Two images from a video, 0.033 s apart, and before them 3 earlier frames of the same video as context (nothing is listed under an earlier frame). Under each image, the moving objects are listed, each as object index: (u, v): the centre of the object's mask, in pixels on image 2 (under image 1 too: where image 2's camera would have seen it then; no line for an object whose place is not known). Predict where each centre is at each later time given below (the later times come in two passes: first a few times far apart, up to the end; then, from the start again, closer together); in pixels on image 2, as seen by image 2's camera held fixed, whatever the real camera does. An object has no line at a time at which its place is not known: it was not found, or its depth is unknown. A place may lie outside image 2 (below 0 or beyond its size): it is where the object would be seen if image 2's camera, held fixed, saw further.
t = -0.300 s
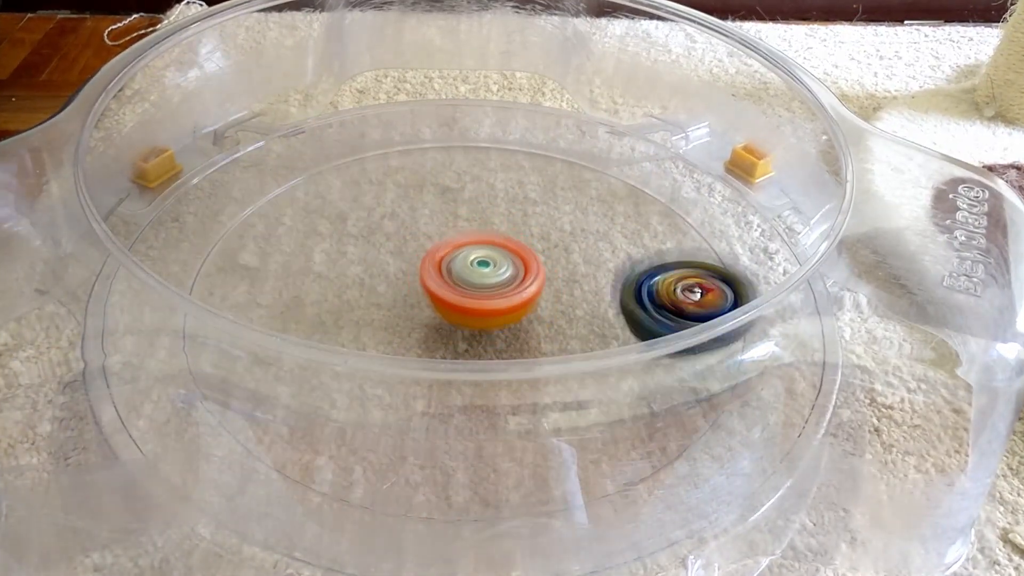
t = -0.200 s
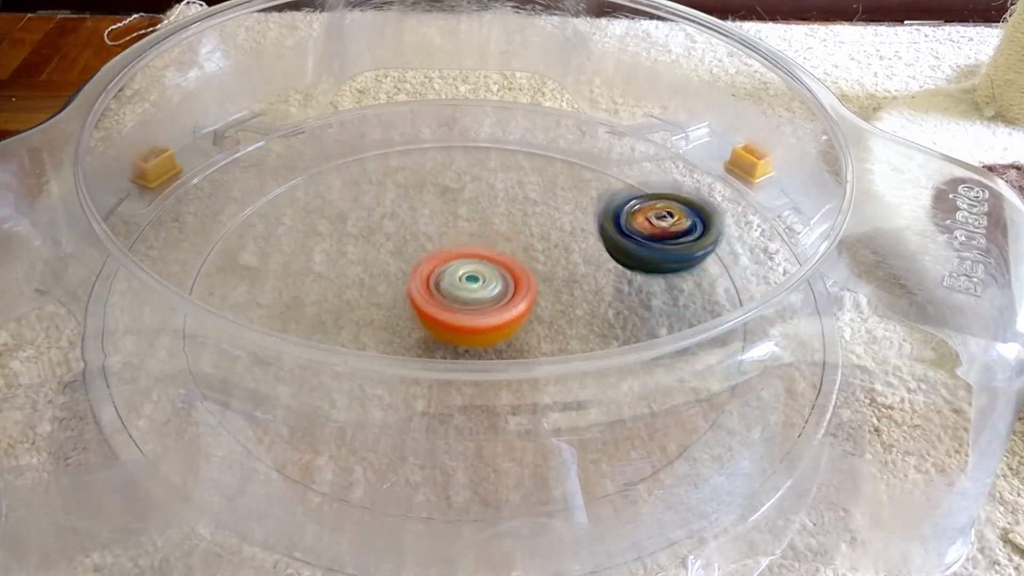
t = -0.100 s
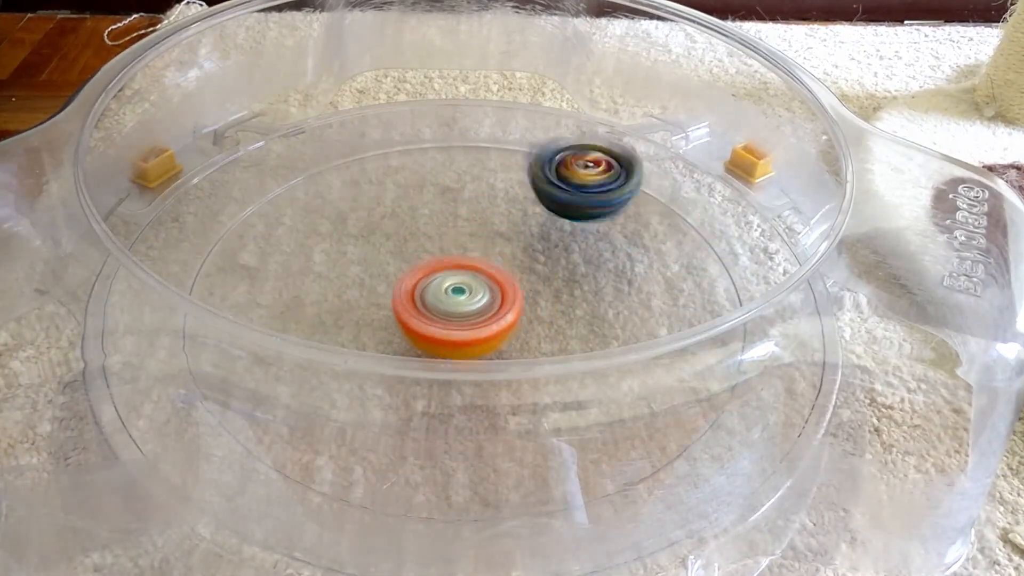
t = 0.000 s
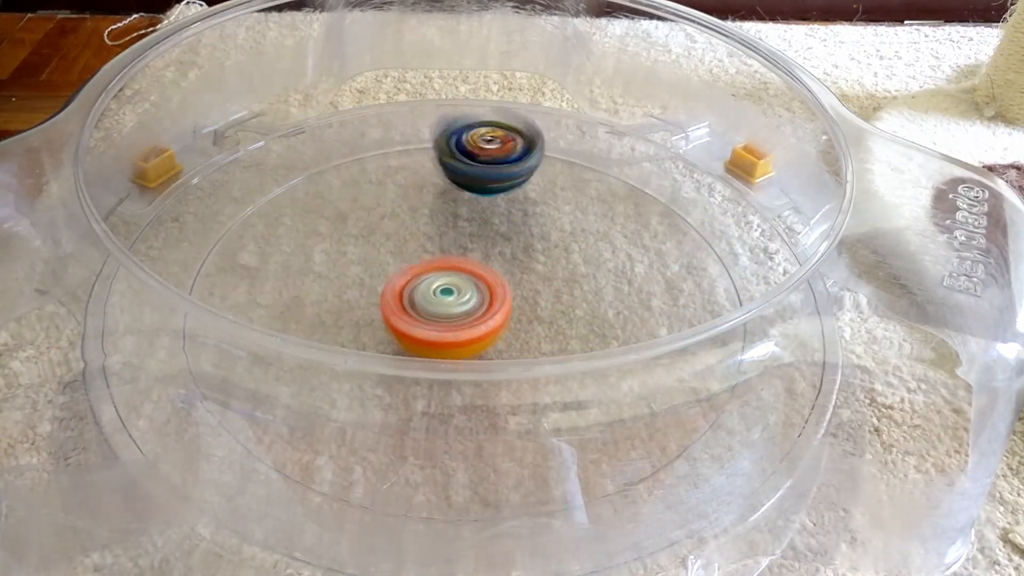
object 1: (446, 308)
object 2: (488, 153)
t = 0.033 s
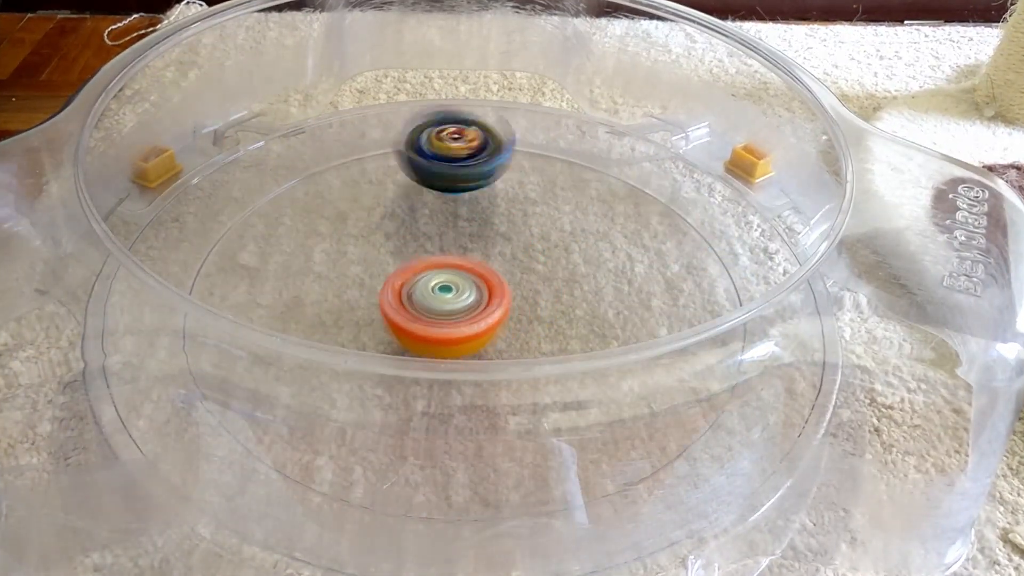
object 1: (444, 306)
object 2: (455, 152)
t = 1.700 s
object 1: (460, 270)
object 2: (519, 430)
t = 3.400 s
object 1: (468, 284)
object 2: (403, 167)
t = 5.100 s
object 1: (469, 284)
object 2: (613, 347)
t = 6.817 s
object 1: (470, 281)
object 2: (333, 214)
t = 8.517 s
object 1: (463, 282)
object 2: (543, 377)
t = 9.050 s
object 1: (470, 280)
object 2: (507, 196)
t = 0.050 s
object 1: (443, 304)
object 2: (436, 150)
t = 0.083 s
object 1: (443, 301)
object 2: (404, 153)
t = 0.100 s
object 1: (444, 298)
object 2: (388, 156)
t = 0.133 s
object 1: (445, 294)
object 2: (355, 163)
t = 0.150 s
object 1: (447, 292)
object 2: (338, 166)
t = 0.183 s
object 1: (452, 288)
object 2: (313, 177)
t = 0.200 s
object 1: (454, 286)
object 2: (299, 186)
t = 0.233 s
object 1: (460, 282)
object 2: (273, 206)
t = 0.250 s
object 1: (464, 281)
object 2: (262, 216)
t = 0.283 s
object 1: (471, 279)
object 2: (248, 239)
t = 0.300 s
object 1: (475, 278)
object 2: (242, 252)
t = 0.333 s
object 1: (483, 278)
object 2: (242, 271)
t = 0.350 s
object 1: (486, 278)
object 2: (249, 279)
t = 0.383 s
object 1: (491, 280)
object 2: (251, 320)
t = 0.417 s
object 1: (492, 280)
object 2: (268, 351)
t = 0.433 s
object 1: (491, 281)
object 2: (282, 362)
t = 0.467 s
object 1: (489, 280)
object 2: (317, 403)
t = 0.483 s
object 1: (485, 280)
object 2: (340, 411)
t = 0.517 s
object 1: (478, 279)
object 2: (385, 421)
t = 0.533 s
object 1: (474, 278)
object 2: (409, 425)
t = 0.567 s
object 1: (463, 278)
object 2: (464, 427)
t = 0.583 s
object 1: (459, 278)
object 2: (492, 428)
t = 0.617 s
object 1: (452, 278)
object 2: (539, 423)
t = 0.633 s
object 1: (448, 278)
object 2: (560, 419)
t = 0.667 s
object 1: (443, 279)
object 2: (600, 394)
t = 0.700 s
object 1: (438, 279)
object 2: (635, 372)
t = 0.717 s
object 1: (437, 280)
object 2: (647, 359)
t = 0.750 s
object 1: (435, 280)
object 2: (649, 312)
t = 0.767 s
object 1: (434, 280)
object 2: (659, 306)
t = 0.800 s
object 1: (434, 280)
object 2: (675, 290)
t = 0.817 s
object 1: (434, 280)
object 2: (678, 282)
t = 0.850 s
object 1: (434, 280)
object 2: (676, 257)
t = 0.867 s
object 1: (436, 280)
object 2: (671, 245)
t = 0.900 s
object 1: (436, 280)
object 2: (657, 222)
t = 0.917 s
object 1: (438, 280)
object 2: (650, 210)
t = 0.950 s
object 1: (441, 280)
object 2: (630, 194)
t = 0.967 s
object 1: (441, 280)
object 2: (621, 185)
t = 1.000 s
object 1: (446, 281)
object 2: (593, 171)
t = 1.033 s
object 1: (449, 281)
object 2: (563, 159)
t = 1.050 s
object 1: (452, 281)
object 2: (549, 155)
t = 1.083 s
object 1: (456, 281)
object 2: (517, 150)
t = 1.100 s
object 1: (458, 282)
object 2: (502, 149)
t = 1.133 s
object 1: (462, 282)
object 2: (466, 146)
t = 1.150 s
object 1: (463, 282)
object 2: (452, 147)
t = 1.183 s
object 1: (466, 283)
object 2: (421, 152)
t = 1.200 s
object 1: (467, 283)
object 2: (403, 155)
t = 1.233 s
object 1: (468, 284)
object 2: (372, 166)
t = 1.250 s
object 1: (469, 284)
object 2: (356, 172)
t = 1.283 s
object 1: (469, 284)
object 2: (330, 185)
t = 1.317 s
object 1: (470, 285)
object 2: (308, 203)
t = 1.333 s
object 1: (469, 285)
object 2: (296, 213)
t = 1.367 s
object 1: (468, 285)
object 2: (281, 235)
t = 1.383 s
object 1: (467, 285)
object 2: (275, 247)
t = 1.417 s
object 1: (465, 284)
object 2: (269, 274)
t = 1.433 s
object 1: (464, 284)
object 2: (270, 281)
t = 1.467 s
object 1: (461, 283)
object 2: (276, 307)
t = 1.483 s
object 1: (460, 282)
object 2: (281, 324)
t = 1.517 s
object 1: (459, 281)
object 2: (296, 357)
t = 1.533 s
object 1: (458, 280)
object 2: (306, 370)
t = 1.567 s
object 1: (458, 278)
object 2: (336, 392)
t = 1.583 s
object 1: (456, 277)
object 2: (351, 413)
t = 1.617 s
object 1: (457, 275)
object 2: (399, 423)
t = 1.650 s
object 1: (457, 274)
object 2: (450, 431)
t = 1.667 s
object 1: (458, 273)
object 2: (474, 433)
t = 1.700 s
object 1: (460, 270)
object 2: (519, 430)
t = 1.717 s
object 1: (461, 270)
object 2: (544, 425)
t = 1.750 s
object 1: (464, 269)
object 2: (589, 417)
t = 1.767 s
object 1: (465, 269)
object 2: (611, 409)
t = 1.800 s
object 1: (469, 269)
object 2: (638, 381)
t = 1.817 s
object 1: (470, 269)
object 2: (650, 367)
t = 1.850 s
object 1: (475, 269)
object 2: (667, 336)
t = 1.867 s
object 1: (476, 270)
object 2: (670, 325)
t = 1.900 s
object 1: (478, 272)
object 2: (669, 296)
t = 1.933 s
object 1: (480, 273)
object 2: (673, 279)
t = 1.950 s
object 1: (481, 275)
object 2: (668, 266)
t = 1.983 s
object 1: (483, 277)
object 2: (657, 242)
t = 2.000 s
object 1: (482, 279)
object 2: (648, 231)
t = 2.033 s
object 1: (482, 281)
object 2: (628, 213)
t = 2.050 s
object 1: (481, 282)
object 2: (614, 205)
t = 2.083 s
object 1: (481, 283)
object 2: (589, 191)
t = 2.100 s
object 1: (479, 284)
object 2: (576, 184)
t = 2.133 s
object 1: (478, 285)
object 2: (548, 175)
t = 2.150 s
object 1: (477, 286)
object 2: (533, 170)
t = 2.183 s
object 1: (475, 286)
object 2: (500, 164)
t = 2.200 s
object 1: (475, 286)
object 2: (485, 161)
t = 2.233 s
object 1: (473, 287)
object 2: (453, 160)
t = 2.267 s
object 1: (471, 286)
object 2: (423, 159)
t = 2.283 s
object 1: (470, 287)
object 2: (405, 163)
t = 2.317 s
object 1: (470, 286)
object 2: (374, 168)
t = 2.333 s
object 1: (469, 286)
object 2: (360, 172)
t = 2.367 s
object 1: (469, 285)
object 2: (332, 181)
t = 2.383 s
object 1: (468, 285)
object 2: (320, 185)
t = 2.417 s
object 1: (469, 284)
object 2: (295, 204)
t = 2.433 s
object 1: (469, 284)
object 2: (285, 213)
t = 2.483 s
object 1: (471, 284)
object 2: (263, 244)
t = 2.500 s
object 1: (471, 284)
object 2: (257, 255)
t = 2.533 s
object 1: (472, 283)
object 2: (259, 276)
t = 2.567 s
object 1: (473, 284)
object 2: (270, 293)
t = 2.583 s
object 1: (474, 284)
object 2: (266, 317)
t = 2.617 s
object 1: (475, 284)
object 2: (281, 352)
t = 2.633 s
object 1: (476, 284)
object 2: (295, 358)
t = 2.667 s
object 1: (476, 285)
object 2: (330, 382)
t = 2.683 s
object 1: (477, 286)
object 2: (347, 392)
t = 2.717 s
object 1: (477, 287)
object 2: (394, 417)
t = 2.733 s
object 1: (478, 287)
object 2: (418, 419)
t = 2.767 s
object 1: (477, 287)
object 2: (463, 422)
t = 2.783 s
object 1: (477, 288)
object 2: (485, 422)
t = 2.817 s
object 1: (475, 289)
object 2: (531, 419)
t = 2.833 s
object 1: (476, 291)
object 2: (552, 403)
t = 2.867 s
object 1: (474, 291)
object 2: (586, 389)
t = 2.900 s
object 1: (472, 292)
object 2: (614, 368)
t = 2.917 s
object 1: (470, 292)
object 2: (623, 346)
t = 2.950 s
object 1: (470, 292)
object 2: (636, 313)
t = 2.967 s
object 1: (467, 292)
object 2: (644, 306)
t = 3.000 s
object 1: (466, 291)
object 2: (659, 292)
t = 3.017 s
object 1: (464, 291)
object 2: (664, 282)
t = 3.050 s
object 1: (464, 290)
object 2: (660, 260)
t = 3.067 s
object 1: (462, 289)
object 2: (656, 249)
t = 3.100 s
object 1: (462, 288)
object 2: (644, 227)
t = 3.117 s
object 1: (461, 287)
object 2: (636, 217)
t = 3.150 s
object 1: (462, 287)
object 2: (618, 199)
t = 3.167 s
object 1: (462, 286)
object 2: (608, 192)
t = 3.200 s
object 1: (464, 285)
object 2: (583, 178)
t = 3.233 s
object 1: (465, 285)
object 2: (557, 168)
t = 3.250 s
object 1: (466, 284)
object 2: (542, 165)
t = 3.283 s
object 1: (467, 284)
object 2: (510, 159)
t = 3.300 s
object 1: (467, 284)
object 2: (495, 157)
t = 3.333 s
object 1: (467, 284)
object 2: (462, 157)
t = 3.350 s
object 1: (468, 284)
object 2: (448, 157)
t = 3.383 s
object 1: (468, 284)
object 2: (417, 162)
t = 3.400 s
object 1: (468, 284)
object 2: (403, 167)
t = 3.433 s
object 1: (468, 285)
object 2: (374, 176)
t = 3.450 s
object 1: (468, 285)
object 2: (360, 183)
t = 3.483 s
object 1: (468, 285)
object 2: (334, 197)
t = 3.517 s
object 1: (467, 286)
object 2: (312, 216)
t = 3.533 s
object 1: (467, 286)
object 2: (304, 224)
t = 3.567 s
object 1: (466, 286)
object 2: (290, 245)
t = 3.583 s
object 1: (466, 286)
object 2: (288, 259)
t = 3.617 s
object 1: (464, 286)
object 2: (285, 282)
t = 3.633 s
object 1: (465, 286)
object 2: (290, 288)
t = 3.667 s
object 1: (463, 286)
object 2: (294, 314)
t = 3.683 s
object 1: (463, 286)
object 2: (297, 330)
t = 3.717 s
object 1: (463, 286)
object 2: (314, 361)
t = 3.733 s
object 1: (463, 285)
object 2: (328, 372)
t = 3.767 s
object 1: (463, 285)
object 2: (359, 393)
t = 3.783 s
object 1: (463, 284)
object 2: (373, 412)
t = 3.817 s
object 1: (463, 284)
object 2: (418, 420)
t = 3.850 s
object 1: (463, 283)
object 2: (464, 425)
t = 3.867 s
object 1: (464, 283)
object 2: (490, 425)
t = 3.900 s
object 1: (465, 283)
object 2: (535, 422)
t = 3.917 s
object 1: (466, 283)
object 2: (557, 419)
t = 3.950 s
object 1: (466, 283)
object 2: (593, 410)
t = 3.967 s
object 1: (467, 282)
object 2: (606, 389)
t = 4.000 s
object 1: (468, 282)
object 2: (631, 367)
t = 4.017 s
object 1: (469, 282)
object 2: (643, 362)
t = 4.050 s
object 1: (470, 282)
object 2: (650, 323)
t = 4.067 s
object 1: (470, 282)
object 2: (648, 305)
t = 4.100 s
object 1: (470, 282)
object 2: (656, 291)
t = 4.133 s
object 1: (470, 282)
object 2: (653, 272)
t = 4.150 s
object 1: (471, 282)
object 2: (648, 259)
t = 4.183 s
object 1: (471, 283)
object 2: (634, 240)
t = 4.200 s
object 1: (471, 283)
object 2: (628, 231)
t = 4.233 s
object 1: (471, 283)
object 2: (606, 213)
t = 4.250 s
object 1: (471, 283)
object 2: (596, 205)
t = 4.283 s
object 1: (471, 283)
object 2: (571, 193)
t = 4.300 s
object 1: (471, 282)
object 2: (560, 188)
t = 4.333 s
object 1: (471, 282)
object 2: (531, 179)
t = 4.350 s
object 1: (471, 282)
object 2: (518, 174)
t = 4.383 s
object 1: (471, 281)
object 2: (487, 171)
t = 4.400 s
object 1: (470, 281)
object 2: (473, 170)
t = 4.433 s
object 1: (470, 281)
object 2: (442, 168)
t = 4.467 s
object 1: (471, 281)
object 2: (412, 170)
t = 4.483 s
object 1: (471, 281)
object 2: (396, 171)
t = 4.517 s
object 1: (472, 281)
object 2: (367, 178)
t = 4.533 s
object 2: (353, 181)
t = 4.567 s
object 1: (472, 282)
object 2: (327, 193)
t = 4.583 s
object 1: (472, 282)
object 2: (316, 199)
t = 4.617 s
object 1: (472, 282)
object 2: (296, 216)
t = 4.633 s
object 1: (472, 282)
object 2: (290, 226)
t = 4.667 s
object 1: (472, 282)
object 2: (277, 247)
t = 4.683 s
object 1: (472, 283)
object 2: (274, 259)
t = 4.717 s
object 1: (472, 283)
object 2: (273, 281)
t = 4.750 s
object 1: (472, 283)
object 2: (284, 296)
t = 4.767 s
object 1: (472, 283)
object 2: (285, 314)
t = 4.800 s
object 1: (472, 284)
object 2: (300, 339)
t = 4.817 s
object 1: (472, 284)
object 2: (310, 360)
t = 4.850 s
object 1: (472, 284)
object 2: (339, 377)
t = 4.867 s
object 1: (472, 284)
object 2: (358, 384)
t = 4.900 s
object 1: (472, 284)
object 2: (397, 398)
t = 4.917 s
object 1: (472, 284)
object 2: (418, 401)
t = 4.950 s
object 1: (472, 283)
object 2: (460, 405)
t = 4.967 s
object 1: (470, 283)
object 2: (482, 405)
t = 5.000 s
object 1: (470, 284)
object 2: (523, 400)
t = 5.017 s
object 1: (470, 284)
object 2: (543, 394)
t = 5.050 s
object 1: (470, 284)
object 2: (577, 377)
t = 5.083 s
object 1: (470, 284)
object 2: (604, 351)
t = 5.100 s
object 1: (469, 284)
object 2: (613, 347)
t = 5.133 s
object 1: (470, 284)
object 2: (631, 325)
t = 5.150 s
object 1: (469, 284)
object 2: (632, 308)
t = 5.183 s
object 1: (469, 283)
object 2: (646, 295)
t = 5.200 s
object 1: (470, 283)
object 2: (648, 287)
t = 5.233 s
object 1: (469, 283)
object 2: (648, 266)
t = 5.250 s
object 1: (470, 283)
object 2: (644, 255)
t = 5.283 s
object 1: (470, 283)
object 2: (633, 234)
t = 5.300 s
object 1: (470, 283)
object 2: (627, 226)
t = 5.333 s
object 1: (471, 283)
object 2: (611, 211)
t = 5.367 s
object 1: (471, 283)
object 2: (591, 196)
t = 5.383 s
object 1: (471, 283)
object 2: (580, 190)
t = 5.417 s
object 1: (471, 283)
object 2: (556, 179)
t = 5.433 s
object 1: (470, 283)
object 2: (543, 176)
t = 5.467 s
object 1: (470, 283)
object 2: (517, 171)
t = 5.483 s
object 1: (470, 283)
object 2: (503, 169)
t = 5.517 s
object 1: (469, 283)
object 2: (476, 167)
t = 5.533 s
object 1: (470, 283)
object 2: (461, 166)
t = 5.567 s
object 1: (469, 284)
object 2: (434, 168)
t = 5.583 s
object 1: (469, 284)
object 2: (421, 172)
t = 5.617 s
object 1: (468, 284)
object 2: (394, 176)
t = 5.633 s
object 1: (468, 284)
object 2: (381, 181)
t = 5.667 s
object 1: (468, 284)
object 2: (357, 194)
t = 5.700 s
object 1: (467, 285)
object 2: (334, 207)
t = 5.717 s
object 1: (466, 285)
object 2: (326, 214)
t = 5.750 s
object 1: (466, 284)
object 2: (310, 232)
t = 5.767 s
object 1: (466, 285)
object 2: (306, 245)
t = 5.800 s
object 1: (465, 284)
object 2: (297, 265)
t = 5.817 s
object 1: (466, 284)
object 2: (298, 275)
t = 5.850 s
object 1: (466, 285)
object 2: (302, 294)
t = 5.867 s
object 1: (466, 284)
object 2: (310, 301)
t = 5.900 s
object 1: (466, 284)
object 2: (321, 329)
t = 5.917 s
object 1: (465, 284)
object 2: (332, 341)
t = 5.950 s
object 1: (465, 284)
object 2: (356, 369)
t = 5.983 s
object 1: (466, 283)
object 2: (386, 387)
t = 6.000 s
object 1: (465, 283)
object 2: (402, 392)
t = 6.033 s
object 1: (465, 283)
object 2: (440, 401)
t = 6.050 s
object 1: (466, 283)
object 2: (461, 404)
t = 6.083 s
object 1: (465, 284)
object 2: (501, 404)
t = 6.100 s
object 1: (466, 284)
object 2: (521, 404)
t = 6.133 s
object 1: (466, 284)
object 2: (557, 396)
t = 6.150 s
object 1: (466, 284)
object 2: (572, 388)
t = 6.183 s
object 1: (467, 283)
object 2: (600, 371)
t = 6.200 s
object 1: (466, 284)
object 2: (612, 368)
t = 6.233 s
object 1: (466, 283)
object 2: (629, 339)
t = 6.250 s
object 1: (466, 283)
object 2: (634, 328)
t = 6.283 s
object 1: (466, 283)
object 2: (641, 303)
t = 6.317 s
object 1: (466, 283)
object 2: (649, 290)
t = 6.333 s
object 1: (467, 283)
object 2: (650, 281)
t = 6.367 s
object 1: (467, 282)
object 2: (643, 261)
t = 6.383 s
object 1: (467, 282)
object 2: (639, 252)
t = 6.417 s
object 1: (467, 282)
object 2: (625, 233)
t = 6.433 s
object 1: (467, 282)
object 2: (617, 226)
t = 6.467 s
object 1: (467, 282)
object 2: (596, 212)
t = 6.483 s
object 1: (468, 282)
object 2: (587, 206)
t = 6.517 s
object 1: (469, 282)
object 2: (563, 196)
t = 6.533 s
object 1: (469, 282)
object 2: (551, 190)
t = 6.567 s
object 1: (469, 281)
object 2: (526, 184)
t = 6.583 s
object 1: (469, 281)
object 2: (512, 182)
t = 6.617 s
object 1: (468, 280)
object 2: (485, 180)
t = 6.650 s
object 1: (469, 280)
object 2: (458, 178)
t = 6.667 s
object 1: (469, 280)
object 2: (445, 179)
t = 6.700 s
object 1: (469, 280)
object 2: (418, 183)
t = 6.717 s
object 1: (470, 280)
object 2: (405, 186)
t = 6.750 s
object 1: (470, 281)
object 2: (378, 193)
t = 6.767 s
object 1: (470, 280)
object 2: (366, 198)
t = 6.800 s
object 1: (470, 280)
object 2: (344, 209)
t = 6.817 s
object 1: (470, 281)
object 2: (333, 214)
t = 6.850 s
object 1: (470, 281)
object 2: (318, 229)
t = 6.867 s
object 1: (471, 281)
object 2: (310, 238)
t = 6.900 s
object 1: (471, 281)
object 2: (301, 254)
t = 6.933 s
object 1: (471, 281)
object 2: (295, 273)
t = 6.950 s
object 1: (471, 281)
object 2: (295, 281)
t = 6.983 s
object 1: (472, 281)
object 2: (299, 296)
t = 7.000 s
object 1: (471, 281)
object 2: (306, 301)
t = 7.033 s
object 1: (471, 281)
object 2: (317, 330)
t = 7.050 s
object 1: (472, 281)
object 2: (328, 343)
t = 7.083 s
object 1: (472, 282)
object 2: (340, 367)
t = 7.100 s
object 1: (471, 281)
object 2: (356, 370)
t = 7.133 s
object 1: (472, 282)
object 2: (388, 385)
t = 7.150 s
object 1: (471, 282)
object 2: (404, 390)
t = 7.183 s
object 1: (472, 282)
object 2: (438, 398)
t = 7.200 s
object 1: (472, 282)
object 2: (456, 400)
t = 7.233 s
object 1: (473, 282)
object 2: (490, 399)
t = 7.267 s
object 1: (472, 283)
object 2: (525, 390)
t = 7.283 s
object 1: (472, 283)
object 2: (541, 385)
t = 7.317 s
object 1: (473, 283)
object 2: (566, 375)
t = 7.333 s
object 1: (472, 284)
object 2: (580, 373)
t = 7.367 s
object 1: (472, 284)
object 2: (597, 345)
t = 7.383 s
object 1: (473, 284)
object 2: (605, 336)
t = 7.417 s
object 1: (472, 284)
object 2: (614, 312)
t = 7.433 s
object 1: (471, 284)
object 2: (621, 308)
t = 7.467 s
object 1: (471, 285)
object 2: (628, 295)
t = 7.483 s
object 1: (472, 285)
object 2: (629, 288)
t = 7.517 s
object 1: (472, 285)
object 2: (627, 270)
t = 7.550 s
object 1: (472, 285)
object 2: (621, 253)
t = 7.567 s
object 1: (472, 285)
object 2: (616, 244)
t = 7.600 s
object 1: (472, 285)
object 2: (603, 227)
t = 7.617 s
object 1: (471, 285)
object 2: (594, 221)
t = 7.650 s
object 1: (471, 285)
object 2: (577, 209)
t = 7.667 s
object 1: (472, 286)
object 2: (569, 205)
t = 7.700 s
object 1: (472, 286)
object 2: (548, 196)
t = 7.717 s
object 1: (471, 285)
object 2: (538, 192)
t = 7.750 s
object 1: (471, 285)
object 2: (514, 186)
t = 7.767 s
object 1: (471, 286)
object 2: (503, 184)
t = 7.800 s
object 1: (470, 286)
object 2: (478, 179)
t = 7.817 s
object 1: (470, 286)
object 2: (467, 180)
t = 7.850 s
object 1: (469, 286)
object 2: (444, 181)
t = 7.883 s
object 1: (469, 286)
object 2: (422, 185)
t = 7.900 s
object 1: (468, 286)
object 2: (409, 187)
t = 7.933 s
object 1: (467, 286)
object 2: (389, 191)
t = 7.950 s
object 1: (468, 286)
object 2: (379, 195)
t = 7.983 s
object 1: (468, 286)
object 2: (358, 203)
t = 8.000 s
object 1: (467, 286)
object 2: (349, 209)
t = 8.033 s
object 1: (467, 286)
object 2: (332, 221)
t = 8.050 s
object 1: (468, 286)
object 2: (328, 229)
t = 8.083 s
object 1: (467, 286)
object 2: (318, 246)
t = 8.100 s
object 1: (467, 286)
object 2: (317, 252)
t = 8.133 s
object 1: (467, 286)
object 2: (310, 271)
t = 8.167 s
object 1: (467, 285)
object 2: (312, 286)
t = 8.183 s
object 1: (466, 286)
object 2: (314, 292)
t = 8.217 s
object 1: (466, 286)
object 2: (326, 303)
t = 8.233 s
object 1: (467, 285)
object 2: (334, 308)
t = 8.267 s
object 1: (467, 285)
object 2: (345, 333)
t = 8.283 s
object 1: (466, 285)
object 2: (355, 342)
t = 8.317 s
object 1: (467, 284)
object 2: (378, 354)
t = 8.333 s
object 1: (467, 283)
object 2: (388, 376)
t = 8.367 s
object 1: (466, 282)
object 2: (413, 375)
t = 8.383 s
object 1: (465, 282)
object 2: (428, 379)
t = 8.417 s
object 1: (464, 281)
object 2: (459, 386)
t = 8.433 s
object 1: (464, 281)
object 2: (475, 384)
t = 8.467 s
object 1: (463, 280)
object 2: (505, 383)
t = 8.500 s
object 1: (463, 282)
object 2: (529, 379)
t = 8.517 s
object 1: (463, 282)
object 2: (543, 377)
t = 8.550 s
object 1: (464, 283)
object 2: (566, 356)
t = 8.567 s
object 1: (465, 284)
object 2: (575, 352)
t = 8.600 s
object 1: (465, 284)
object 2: (591, 340)
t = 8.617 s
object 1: (465, 283)
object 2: (598, 332)
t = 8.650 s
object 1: (465, 283)
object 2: (606, 313)
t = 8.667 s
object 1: (465, 283)
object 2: (611, 308)
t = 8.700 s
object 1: (465, 283)
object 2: (618, 300)
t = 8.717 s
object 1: (465, 283)
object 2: (621, 294)
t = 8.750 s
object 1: (465, 283)
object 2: (620, 280)
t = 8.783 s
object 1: (466, 282)
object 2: (616, 268)
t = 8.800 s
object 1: (466, 283)
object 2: (615, 259)
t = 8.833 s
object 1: (466, 282)
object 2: (605, 247)
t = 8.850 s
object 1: (467, 282)
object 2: (600, 241)
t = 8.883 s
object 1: (467, 282)
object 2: (589, 230)
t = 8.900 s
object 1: (468, 282)
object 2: (583, 225)
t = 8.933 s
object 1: (468, 282)
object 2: (568, 217)
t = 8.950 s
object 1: (469, 281)
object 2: (559, 213)
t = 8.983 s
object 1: (469, 281)
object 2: (543, 205)
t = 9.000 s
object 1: (469, 281)
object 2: (534, 203)
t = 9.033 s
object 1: (469, 281)
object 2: (517, 198)
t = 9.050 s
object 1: (470, 280)
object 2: (507, 196)
